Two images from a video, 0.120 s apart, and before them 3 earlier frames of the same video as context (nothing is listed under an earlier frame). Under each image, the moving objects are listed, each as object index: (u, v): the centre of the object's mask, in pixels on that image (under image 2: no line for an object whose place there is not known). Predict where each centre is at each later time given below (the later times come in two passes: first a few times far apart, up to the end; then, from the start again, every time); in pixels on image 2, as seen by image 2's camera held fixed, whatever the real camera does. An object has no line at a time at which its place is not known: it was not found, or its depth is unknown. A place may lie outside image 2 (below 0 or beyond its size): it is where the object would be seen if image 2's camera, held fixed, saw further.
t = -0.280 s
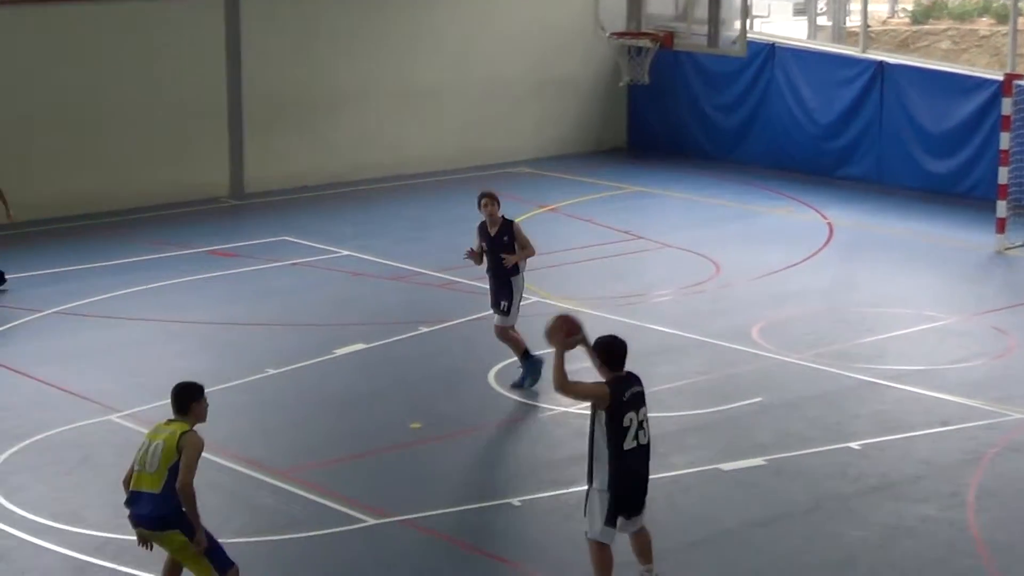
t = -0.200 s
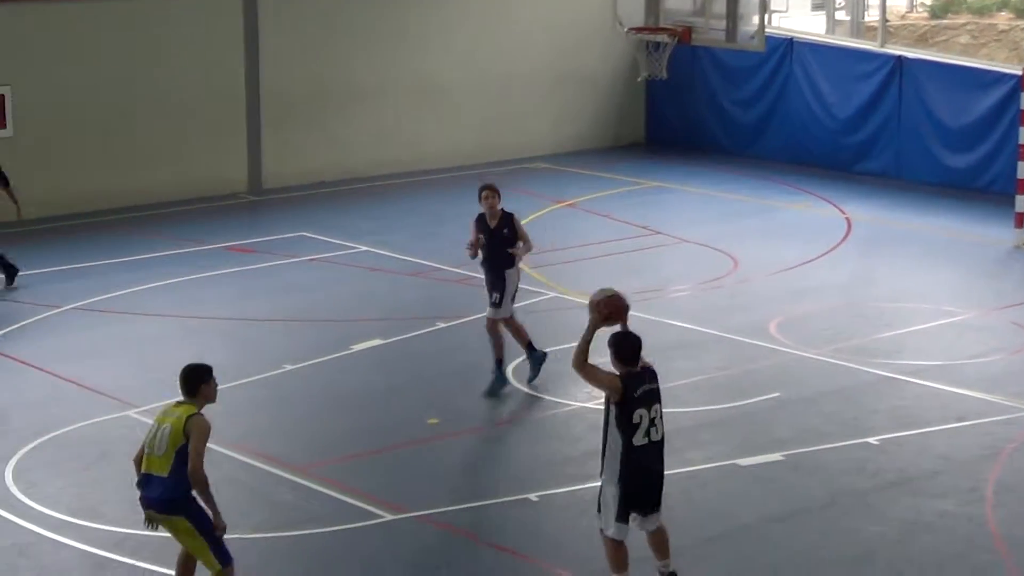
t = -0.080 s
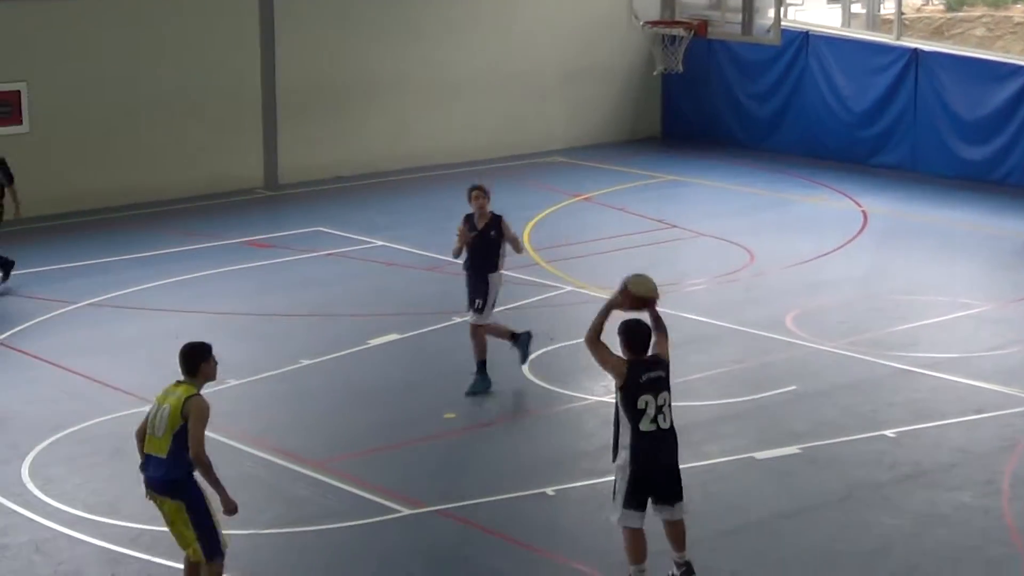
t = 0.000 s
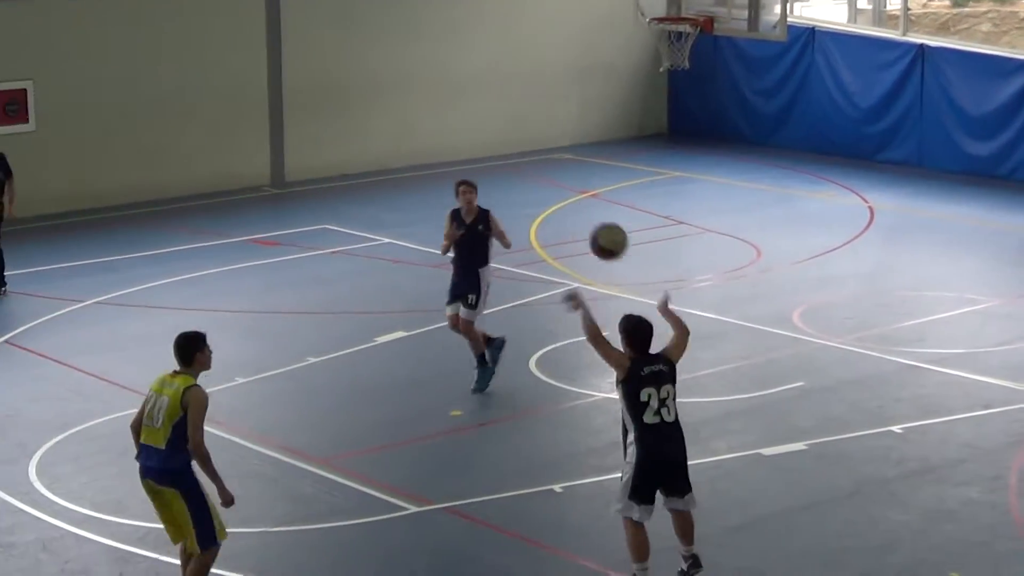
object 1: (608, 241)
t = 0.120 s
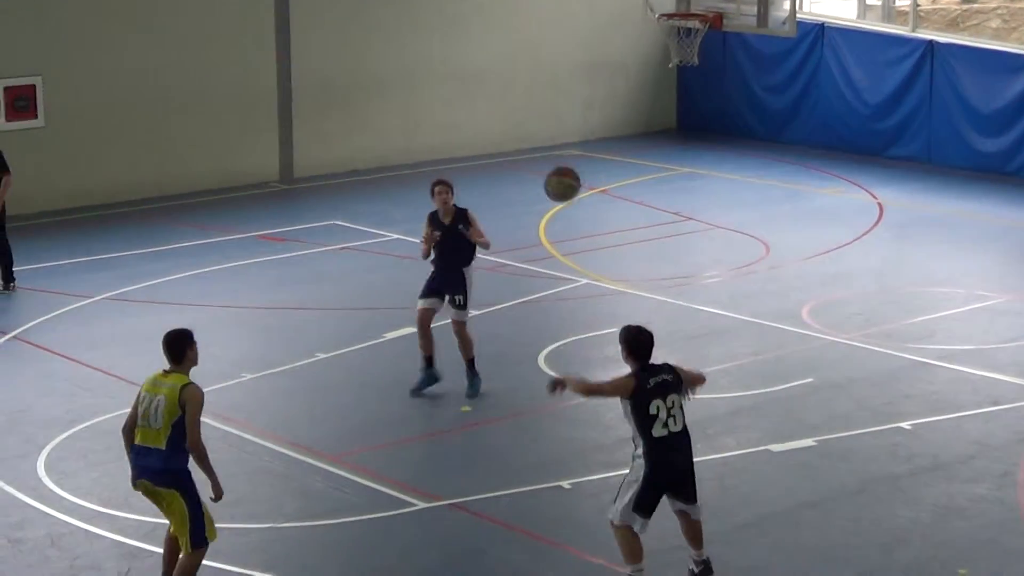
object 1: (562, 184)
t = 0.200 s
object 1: (529, 162)
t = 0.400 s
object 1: (450, 150)
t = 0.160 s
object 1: (545, 172)
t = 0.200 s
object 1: (529, 162)
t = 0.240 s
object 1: (512, 155)
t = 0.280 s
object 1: (496, 151)
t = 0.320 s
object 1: (481, 148)
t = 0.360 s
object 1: (465, 148)
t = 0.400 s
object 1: (450, 150)
